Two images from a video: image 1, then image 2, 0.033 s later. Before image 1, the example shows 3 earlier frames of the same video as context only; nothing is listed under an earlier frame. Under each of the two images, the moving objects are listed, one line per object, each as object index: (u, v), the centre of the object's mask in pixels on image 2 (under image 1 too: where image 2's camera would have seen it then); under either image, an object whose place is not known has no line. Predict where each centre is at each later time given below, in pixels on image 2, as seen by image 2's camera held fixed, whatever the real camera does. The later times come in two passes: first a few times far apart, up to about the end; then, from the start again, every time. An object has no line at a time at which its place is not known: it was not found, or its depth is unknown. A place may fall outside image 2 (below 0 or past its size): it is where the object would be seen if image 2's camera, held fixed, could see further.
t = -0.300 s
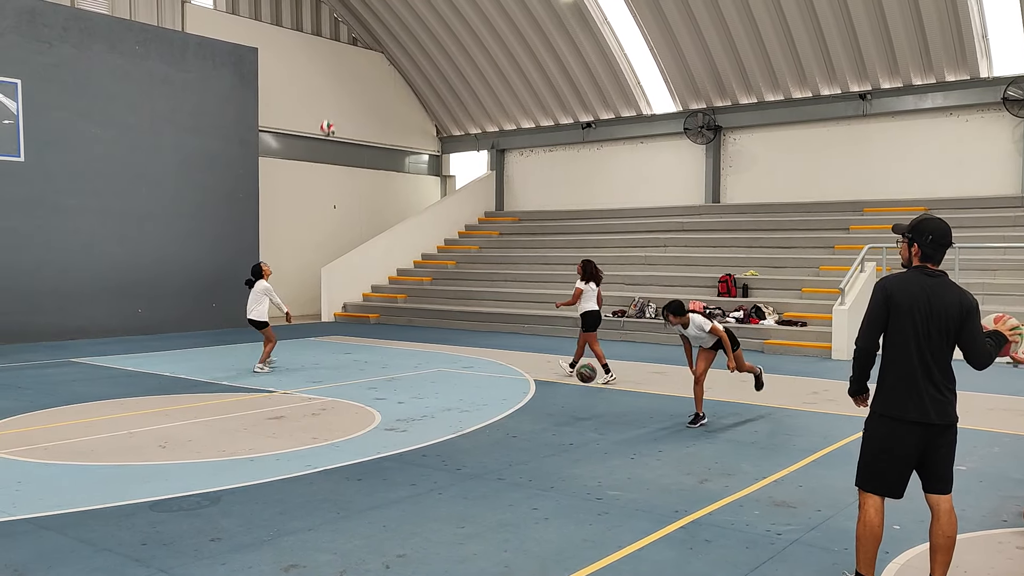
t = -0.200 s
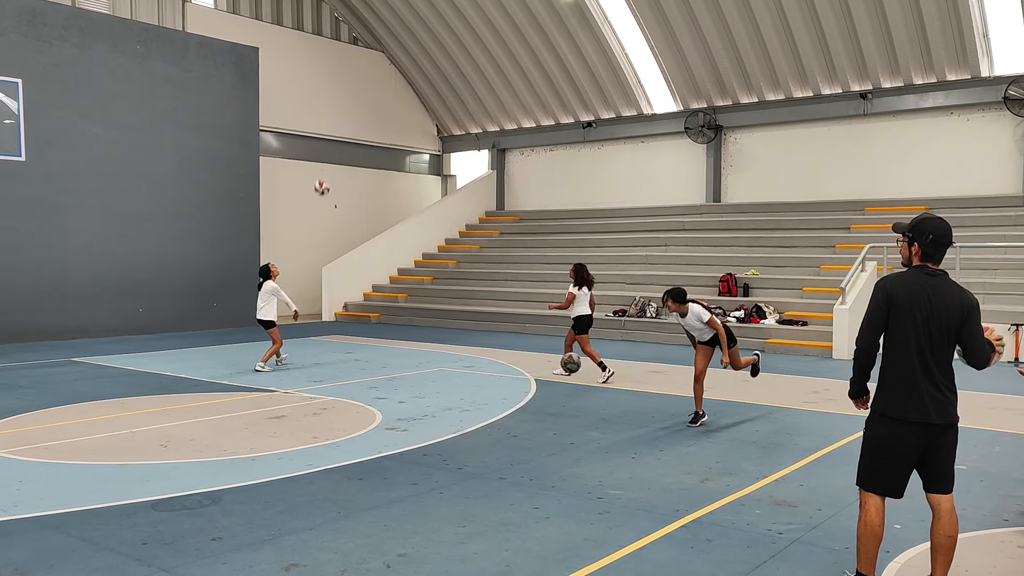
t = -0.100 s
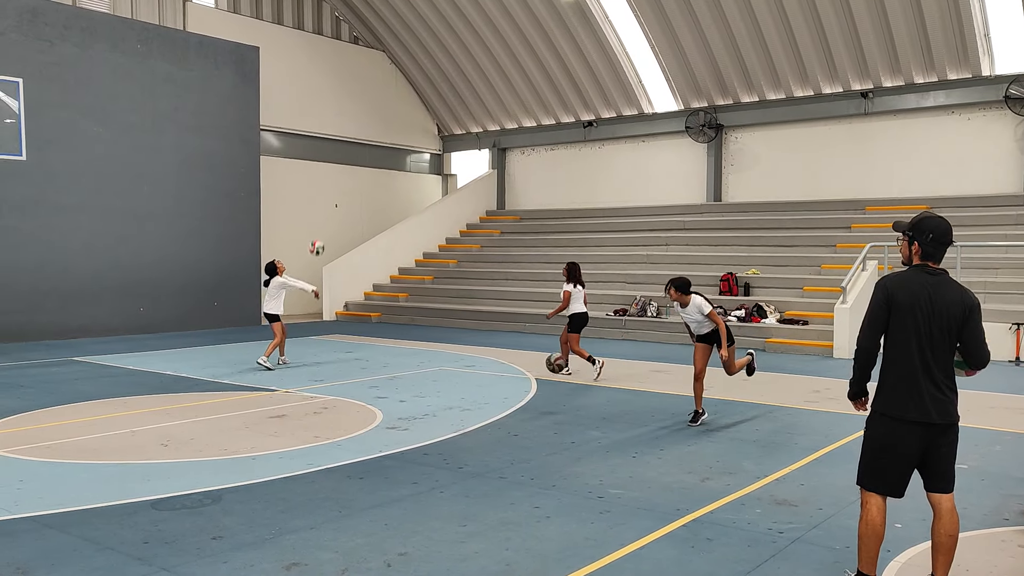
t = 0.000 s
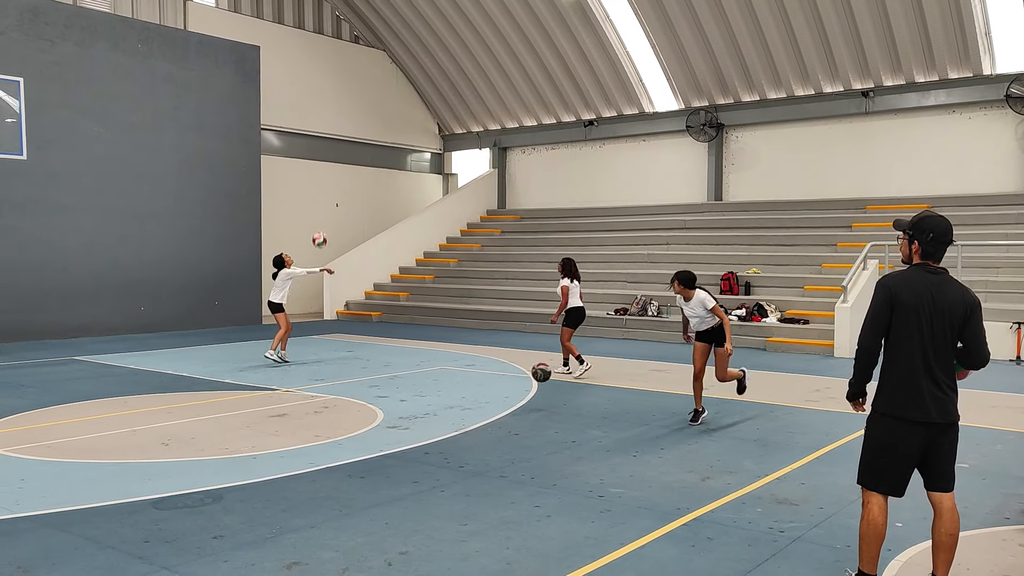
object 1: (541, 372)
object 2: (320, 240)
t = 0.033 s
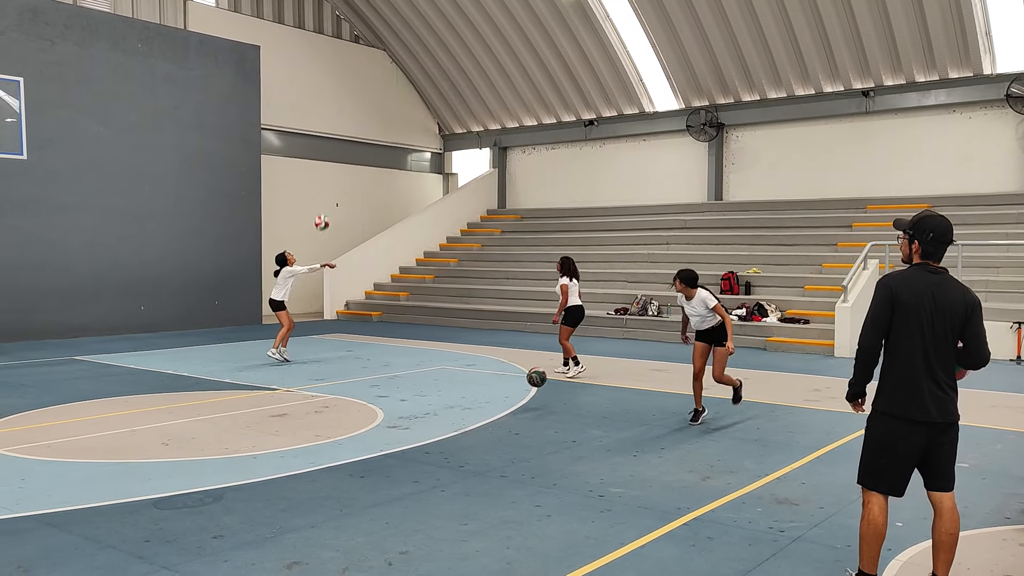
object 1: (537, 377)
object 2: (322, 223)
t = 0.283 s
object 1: (500, 374)
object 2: (340, 115)
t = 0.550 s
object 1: (464, 377)
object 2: (359, 42)
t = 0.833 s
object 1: (429, 370)
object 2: (382, 20)
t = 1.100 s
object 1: (397, 378)
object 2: (406, 59)
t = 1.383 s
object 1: (367, 375)
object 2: (434, 172)
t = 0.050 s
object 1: (534, 380)
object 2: (323, 215)
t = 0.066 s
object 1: (532, 384)
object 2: (324, 206)
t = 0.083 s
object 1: (529, 387)
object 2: (325, 198)
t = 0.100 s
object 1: (527, 391)
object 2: (327, 190)
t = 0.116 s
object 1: (524, 395)
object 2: (328, 183)
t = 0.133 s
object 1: (522, 399)
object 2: (329, 176)
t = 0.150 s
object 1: (519, 396)
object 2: (330, 168)
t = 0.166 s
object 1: (517, 392)
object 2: (331, 160)
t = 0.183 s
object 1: (515, 389)
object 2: (332, 153)
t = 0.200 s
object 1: (512, 386)
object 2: (333, 147)
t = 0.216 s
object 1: (510, 383)
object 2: (335, 140)
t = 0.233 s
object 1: (507, 380)
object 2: (336, 133)
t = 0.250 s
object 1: (505, 378)
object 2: (337, 126)
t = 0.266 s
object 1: (503, 376)
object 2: (338, 121)
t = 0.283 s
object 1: (500, 374)
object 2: (340, 115)
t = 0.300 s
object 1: (498, 372)
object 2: (341, 109)
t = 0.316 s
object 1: (496, 371)
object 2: (342, 103)
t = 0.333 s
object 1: (494, 370)
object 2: (343, 98)
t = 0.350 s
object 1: (491, 369)
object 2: (344, 92)
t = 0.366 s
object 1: (489, 368)
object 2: (345, 87)
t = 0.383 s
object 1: (487, 368)
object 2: (347, 82)
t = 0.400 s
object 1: (484, 368)
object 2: (348, 77)
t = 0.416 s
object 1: (482, 368)
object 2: (349, 72)
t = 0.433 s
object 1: (480, 368)
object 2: (350, 67)
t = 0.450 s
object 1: (478, 369)
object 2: (351, 64)
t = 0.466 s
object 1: (476, 369)
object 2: (352, 60)
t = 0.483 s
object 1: (473, 370)
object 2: (354, 56)
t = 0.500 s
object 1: (471, 372)
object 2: (355, 52)
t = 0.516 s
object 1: (469, 373)
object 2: (356, 48)
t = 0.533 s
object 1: (467, 375)
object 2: (358, 45)
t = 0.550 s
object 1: (464, 377)
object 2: (359, 42)
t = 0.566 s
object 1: (462, 380)
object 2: (360, 39)
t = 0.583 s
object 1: (460, 382)
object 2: (362, 37)
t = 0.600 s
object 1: (458, 385)
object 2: (363, 35)
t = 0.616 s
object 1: (456, 388)
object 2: (364, 32)
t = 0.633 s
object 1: (454, 391)
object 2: (365, 30)
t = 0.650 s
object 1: (452, 388)
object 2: (366, 28)
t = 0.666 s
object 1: (449, 385)
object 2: (368, 26)
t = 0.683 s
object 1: (447, 383)
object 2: (370, 24)
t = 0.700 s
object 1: (445, 380)
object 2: (371, 23)
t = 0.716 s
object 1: (443, 378)
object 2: (372, 22)
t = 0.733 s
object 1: (441, 377)
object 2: (374, 21)
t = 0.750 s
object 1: (439, 375)
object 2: (375, 20)
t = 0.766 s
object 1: (437, 373)
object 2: (377, 20)
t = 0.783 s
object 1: (435, 372)
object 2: (378, 19)
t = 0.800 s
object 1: (433, 371)
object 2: (380, 19)
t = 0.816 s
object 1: (431, 371)
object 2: (381, 20)
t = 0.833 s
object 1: (429, 370)
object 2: (382, 20)
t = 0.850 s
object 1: (427, 369)
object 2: (384, 21)
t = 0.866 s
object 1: (425, 369)
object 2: (385, 22)
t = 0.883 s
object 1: (423, 370)
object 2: (387, 23)
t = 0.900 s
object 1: (421, 370)
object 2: (388, 24)
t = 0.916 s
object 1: (419, 371)
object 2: (389, 26)
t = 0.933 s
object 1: (417, 372)
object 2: (391, 28)
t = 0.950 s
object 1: (415, 373)
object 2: (392, 30)
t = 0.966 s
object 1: (413, 375)
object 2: (394, 32)
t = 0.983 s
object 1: (411, 376)
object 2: (396, 34)
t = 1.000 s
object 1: (409, 378)
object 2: (397, 37)
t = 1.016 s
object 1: (407, 380)
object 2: (399, 40)
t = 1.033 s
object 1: (405, 382)
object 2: (400, 44)
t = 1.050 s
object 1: (403, 385)
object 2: (402, 47)
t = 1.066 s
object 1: (401, 383)
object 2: (404, 51)
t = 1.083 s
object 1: (399, 380)
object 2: (405, 55)
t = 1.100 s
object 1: (397, 378)
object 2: (406, 59)
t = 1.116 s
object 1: (396, 376)
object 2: (408, 64)
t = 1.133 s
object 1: (394, 374)
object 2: (410, 69)
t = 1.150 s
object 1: (392, 372)
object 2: (411, 74)
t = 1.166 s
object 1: (390, 371)
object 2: (413, 79)
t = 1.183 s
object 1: (388, 370)
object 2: (414, 84)
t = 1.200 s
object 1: (387, 370)
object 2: (416, 90)
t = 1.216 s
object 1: (385, 369)
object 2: (418, 96)
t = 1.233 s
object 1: (383, 368)
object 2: (419, 103)
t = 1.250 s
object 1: (381, 368)
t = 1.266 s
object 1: (379, 368)
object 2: (422, 116)
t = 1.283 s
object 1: (378, 368)
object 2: (424, 123)
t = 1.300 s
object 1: (376, 369)
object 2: (426, 131)
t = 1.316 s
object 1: (374, 369)
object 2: (427, 138)
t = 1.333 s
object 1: (372, 370)
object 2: (429, 146)
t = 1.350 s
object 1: (370, 371)
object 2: (431, 154)
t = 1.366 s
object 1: (369, 373)
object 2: (433, 163)
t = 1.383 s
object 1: (367, 375)
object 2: (434, 172)
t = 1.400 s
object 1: (365, 376)
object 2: (435, 181)
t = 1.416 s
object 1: (363, 379)
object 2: (437, 190)
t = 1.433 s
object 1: (362, 380)
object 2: (439, 200)
